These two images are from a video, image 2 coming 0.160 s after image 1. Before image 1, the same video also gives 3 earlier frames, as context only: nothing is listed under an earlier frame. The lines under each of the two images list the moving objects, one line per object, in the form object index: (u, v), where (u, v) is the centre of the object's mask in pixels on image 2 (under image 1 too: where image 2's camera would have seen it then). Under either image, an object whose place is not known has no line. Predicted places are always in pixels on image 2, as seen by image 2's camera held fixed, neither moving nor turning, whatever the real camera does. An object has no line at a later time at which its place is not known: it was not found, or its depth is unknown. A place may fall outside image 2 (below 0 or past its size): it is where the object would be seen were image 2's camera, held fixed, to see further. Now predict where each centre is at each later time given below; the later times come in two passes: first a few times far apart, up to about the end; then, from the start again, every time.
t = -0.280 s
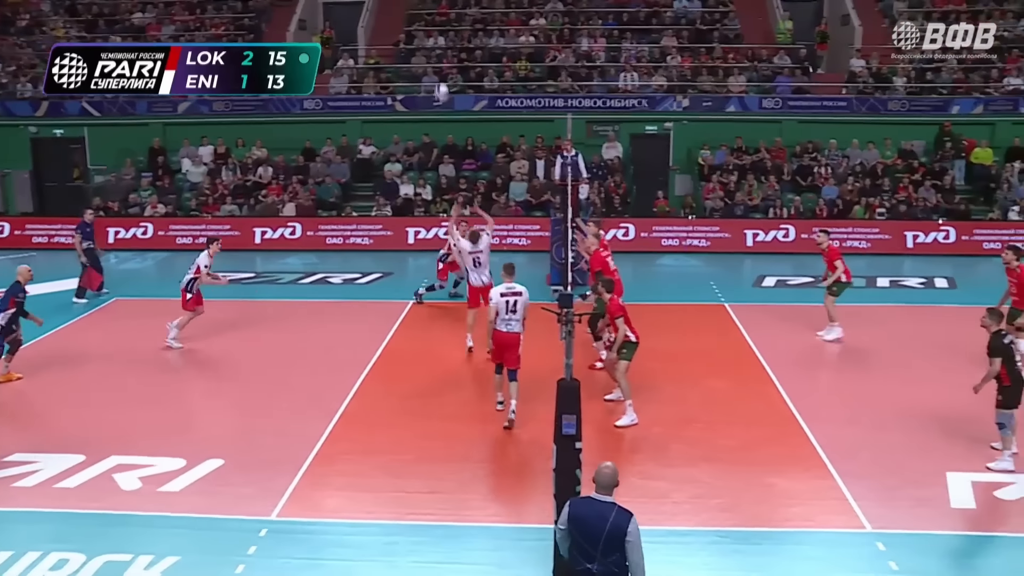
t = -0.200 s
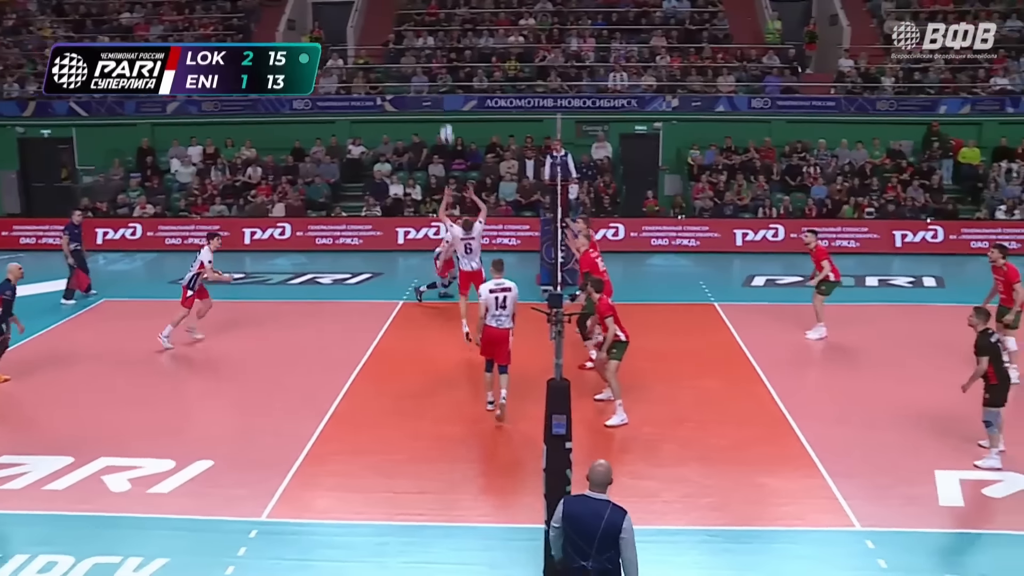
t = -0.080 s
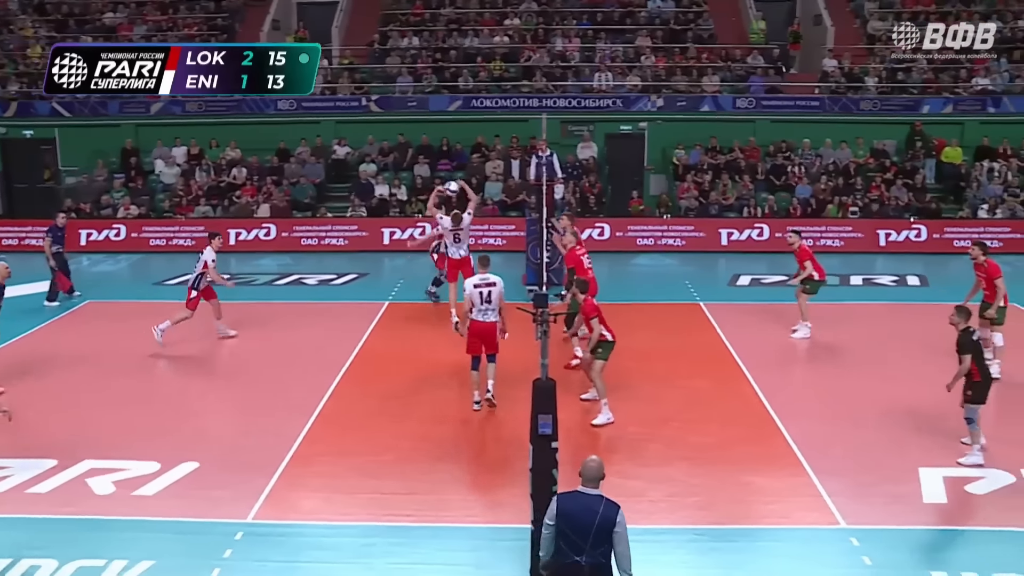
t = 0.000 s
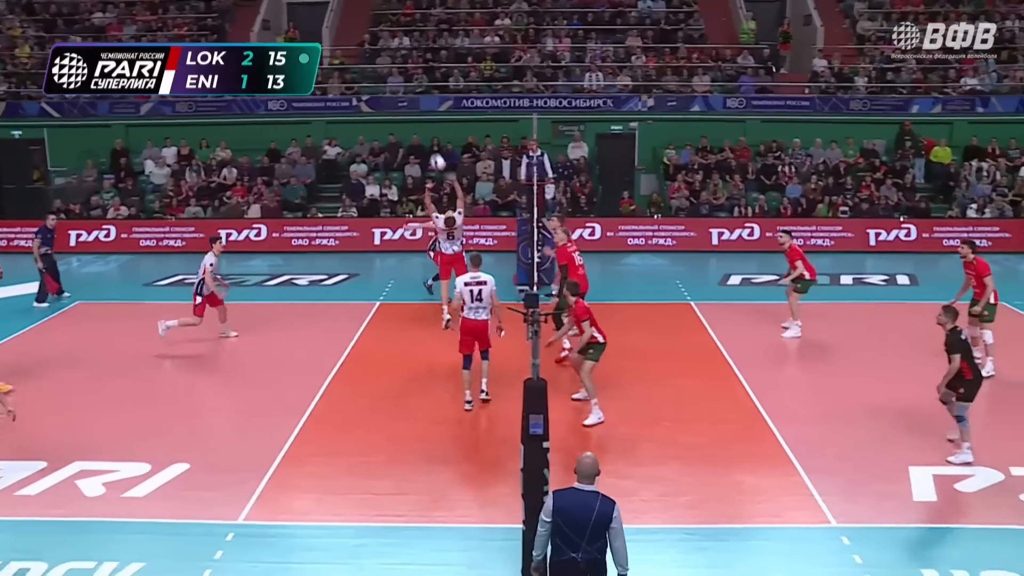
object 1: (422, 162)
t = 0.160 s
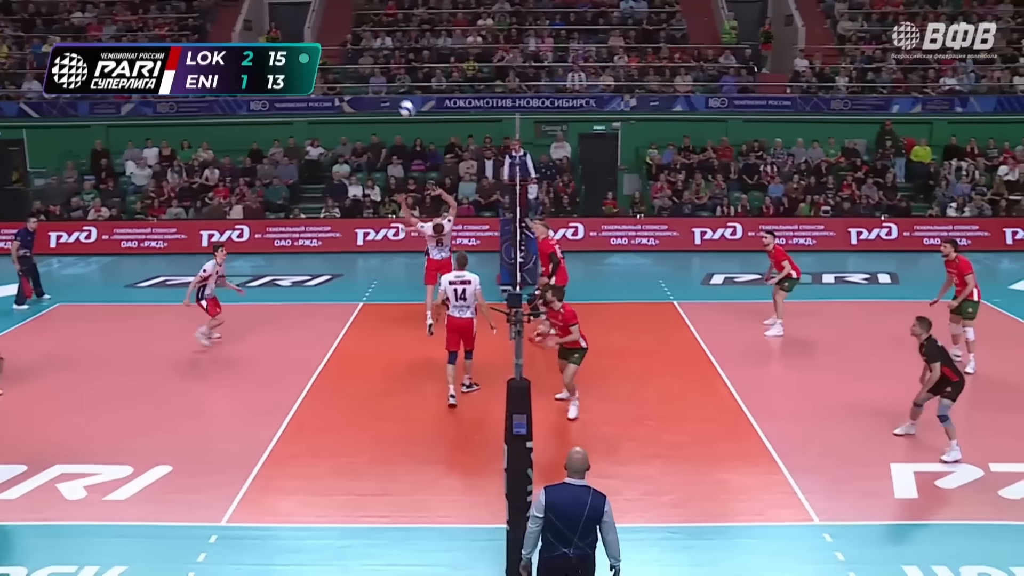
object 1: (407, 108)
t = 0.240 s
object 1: (398, 87)
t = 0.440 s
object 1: (378, 50)
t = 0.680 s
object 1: (354, 47)
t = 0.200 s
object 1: (402, 97)
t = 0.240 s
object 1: (398, 87)
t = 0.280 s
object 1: (394, 77)
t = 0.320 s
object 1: (390, 69)
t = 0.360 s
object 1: (386, 62)
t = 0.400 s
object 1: (382, 56)
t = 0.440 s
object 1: (378, 50)
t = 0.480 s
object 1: (374, 46)
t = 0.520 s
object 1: (370, 44)
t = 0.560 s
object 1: (366, 43)
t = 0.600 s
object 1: (362, 43)
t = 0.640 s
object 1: (358, 44)
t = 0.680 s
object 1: (354, 47)
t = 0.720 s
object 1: (351, 52)
